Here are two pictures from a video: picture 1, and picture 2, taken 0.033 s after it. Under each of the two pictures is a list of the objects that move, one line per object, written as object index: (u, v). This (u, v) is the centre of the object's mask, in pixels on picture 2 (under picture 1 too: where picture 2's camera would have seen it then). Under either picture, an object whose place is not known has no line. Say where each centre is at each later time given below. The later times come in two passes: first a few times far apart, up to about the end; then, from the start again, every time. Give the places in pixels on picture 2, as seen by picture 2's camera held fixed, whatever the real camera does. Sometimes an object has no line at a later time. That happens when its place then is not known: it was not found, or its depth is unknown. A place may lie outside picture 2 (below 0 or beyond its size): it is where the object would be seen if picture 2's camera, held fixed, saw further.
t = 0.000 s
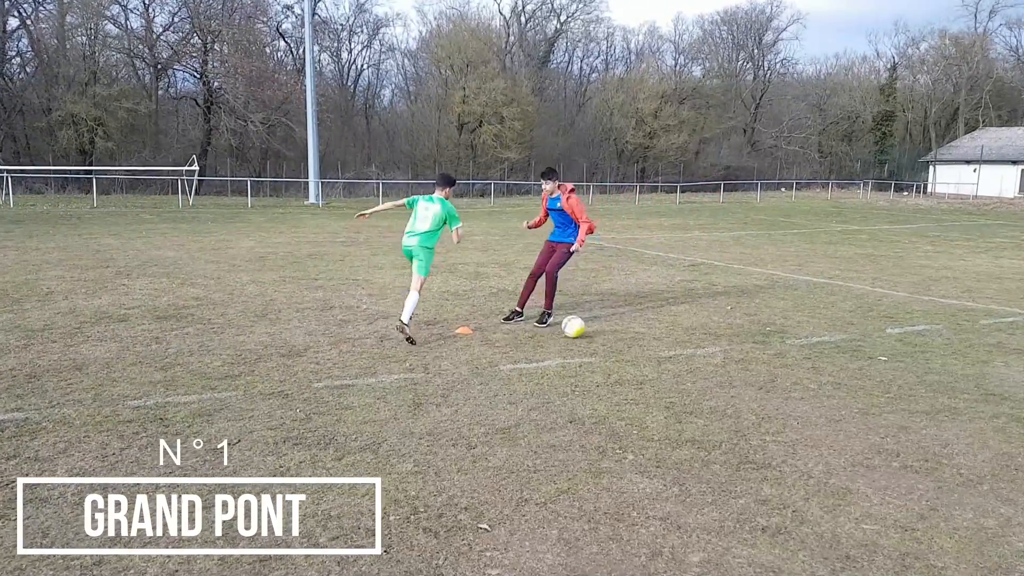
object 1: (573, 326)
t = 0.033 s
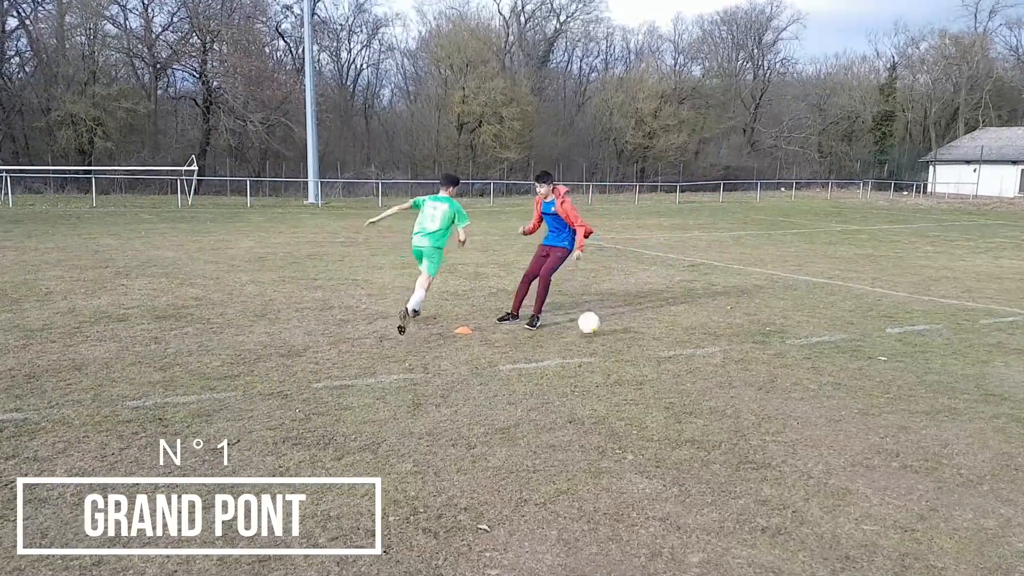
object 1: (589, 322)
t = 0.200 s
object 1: (664, 322)
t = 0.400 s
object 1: (724, 314)
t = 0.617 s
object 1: (782, 306)
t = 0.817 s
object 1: (830, 302)
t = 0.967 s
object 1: (864, 298)
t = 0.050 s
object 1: (597, 321)
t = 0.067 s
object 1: (604, 320)
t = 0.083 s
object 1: (612, 320)
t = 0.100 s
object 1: (620, 320)
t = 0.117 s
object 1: (628, 320)
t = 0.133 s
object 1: (635, 320)
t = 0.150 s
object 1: (643, 320)
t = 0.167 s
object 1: (651, 321)
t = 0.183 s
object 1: (658, 322)
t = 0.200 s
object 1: (664, 322)
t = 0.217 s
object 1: (669, 320)
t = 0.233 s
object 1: (675, 317)
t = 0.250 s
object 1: (680, 316)
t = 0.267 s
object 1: (685, 315)
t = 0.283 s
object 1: (690, 313)
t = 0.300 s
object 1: (695, 313)
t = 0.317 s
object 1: (700, 313)
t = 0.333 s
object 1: (705, 313)
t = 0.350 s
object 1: (709, 312)
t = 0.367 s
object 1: (714, 312)
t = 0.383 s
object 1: (719, 313)
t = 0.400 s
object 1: (724, 314)
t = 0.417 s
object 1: (729, 314)
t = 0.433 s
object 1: (733, 312)
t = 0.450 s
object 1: (738, 310)
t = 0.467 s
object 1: (742, 308)
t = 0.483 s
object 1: (747, 307)
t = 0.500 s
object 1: (752, 306)
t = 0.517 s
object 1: (756, 304)
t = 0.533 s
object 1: (761, 304)
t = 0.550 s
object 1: (765, 304)
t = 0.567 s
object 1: (769, 304)
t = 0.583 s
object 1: (774, 305)
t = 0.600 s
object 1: (778, 305)
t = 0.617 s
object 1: (782, 306)
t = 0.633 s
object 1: (787, 306)
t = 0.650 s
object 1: (791, 305)
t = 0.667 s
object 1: (795, 304)
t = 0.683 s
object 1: (799, 303)
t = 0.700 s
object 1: (803, 302)
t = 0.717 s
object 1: (807, 301)
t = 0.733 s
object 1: (811, 300)
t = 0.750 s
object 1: (815, 300)
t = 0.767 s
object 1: (819, 300)
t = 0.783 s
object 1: (822, 301)
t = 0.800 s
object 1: (826, 301)
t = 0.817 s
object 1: (830, 302)
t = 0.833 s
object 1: (834, 302)
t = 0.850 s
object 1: (837, 302)
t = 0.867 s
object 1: (841, 301)
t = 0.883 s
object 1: (845, 300)
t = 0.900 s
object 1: (849, 299)
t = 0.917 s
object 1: (852, 298)
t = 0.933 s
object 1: (856, 298)
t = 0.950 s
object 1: (859, 298)
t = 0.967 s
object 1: (864, 298)
